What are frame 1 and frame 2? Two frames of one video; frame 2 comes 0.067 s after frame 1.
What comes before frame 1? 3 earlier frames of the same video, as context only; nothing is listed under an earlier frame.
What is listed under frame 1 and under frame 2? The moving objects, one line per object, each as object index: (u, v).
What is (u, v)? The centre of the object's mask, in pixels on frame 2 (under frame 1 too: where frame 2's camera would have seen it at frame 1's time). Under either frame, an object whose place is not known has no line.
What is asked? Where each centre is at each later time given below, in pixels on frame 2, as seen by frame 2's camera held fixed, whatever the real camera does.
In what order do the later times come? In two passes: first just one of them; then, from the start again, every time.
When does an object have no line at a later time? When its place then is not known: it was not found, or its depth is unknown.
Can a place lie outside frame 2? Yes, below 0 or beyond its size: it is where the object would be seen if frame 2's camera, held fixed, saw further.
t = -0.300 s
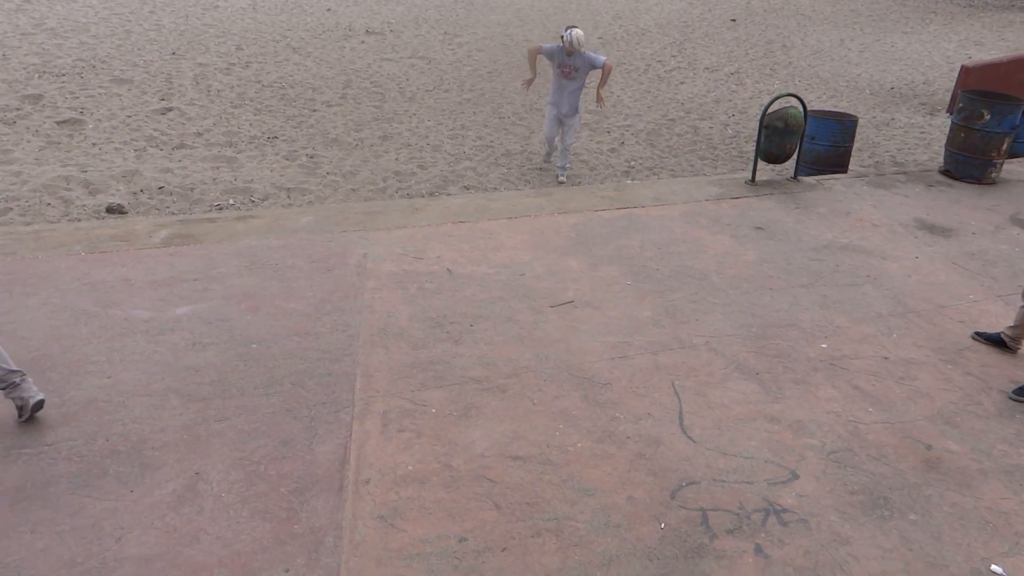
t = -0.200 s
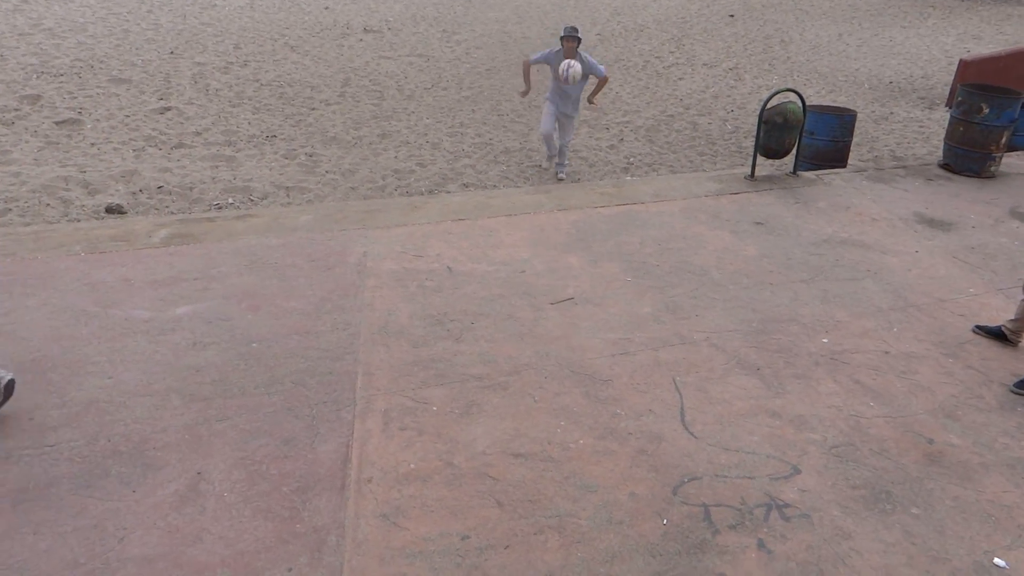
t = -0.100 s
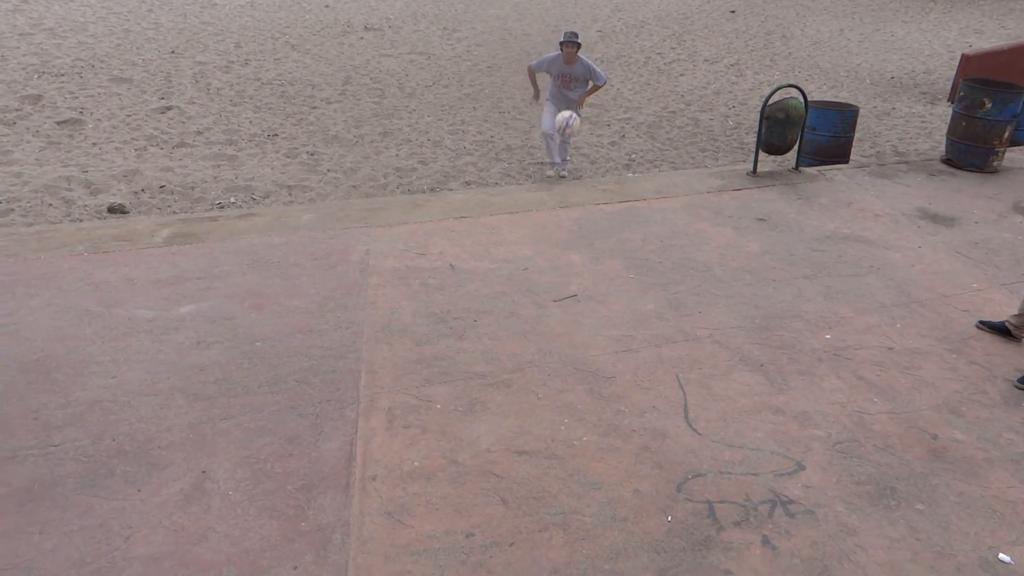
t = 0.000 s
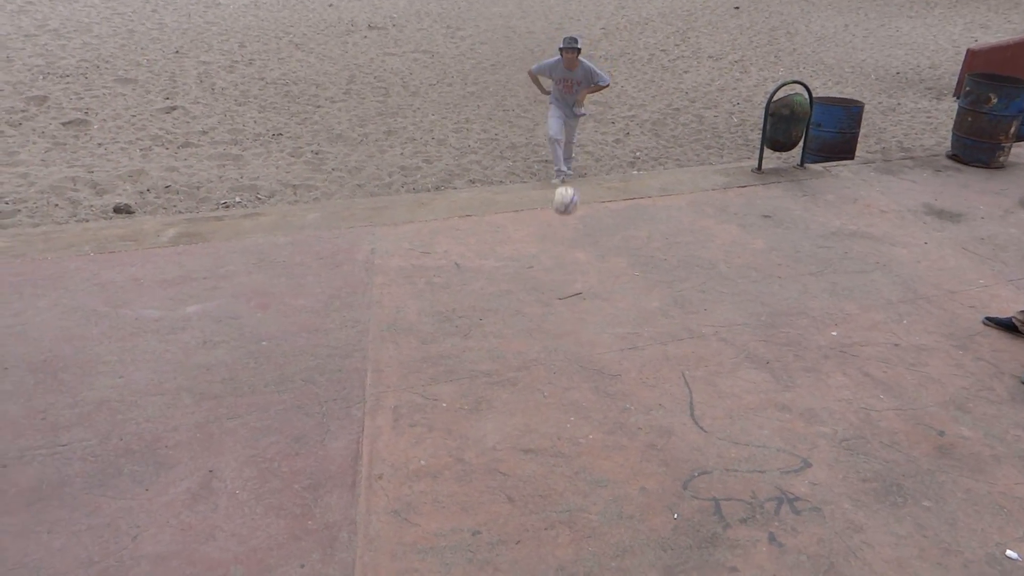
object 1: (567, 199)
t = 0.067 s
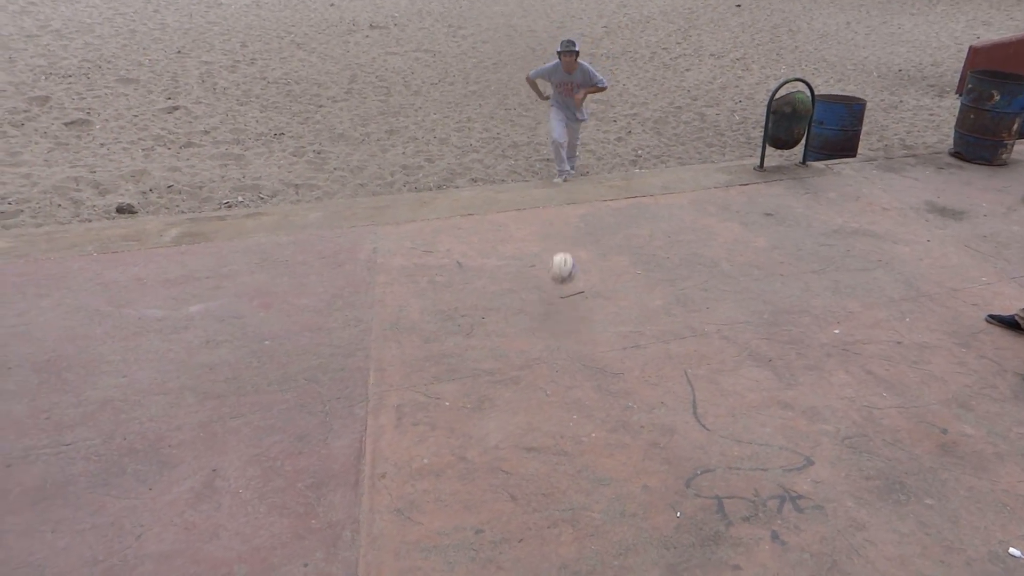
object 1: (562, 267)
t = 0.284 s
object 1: (554, 329)
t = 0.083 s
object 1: (560, 287)
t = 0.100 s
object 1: (558, 308)
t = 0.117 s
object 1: (558, 317)
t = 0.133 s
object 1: (558, 317)
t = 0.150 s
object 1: (559, 315)
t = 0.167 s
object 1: (558, 316)
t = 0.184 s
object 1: (557, 317)
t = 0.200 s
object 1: (557, 318)
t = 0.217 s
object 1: (556, 319)
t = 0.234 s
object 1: (555, 319)
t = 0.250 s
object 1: (555, 323)
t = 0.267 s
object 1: (555, 326)
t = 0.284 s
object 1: (554, 329)
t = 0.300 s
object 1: (554, 332)
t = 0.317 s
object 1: (553, 337)
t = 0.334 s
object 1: (552, 342)
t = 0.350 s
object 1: (551, 347)
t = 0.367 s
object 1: (550, 353)
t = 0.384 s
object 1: (550, 360)
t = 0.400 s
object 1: (548, 368)
